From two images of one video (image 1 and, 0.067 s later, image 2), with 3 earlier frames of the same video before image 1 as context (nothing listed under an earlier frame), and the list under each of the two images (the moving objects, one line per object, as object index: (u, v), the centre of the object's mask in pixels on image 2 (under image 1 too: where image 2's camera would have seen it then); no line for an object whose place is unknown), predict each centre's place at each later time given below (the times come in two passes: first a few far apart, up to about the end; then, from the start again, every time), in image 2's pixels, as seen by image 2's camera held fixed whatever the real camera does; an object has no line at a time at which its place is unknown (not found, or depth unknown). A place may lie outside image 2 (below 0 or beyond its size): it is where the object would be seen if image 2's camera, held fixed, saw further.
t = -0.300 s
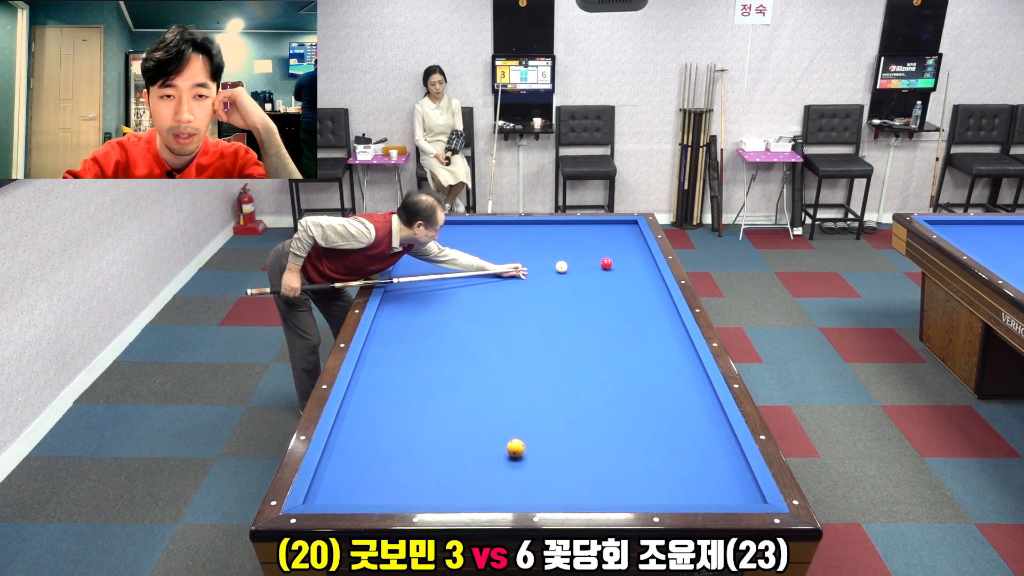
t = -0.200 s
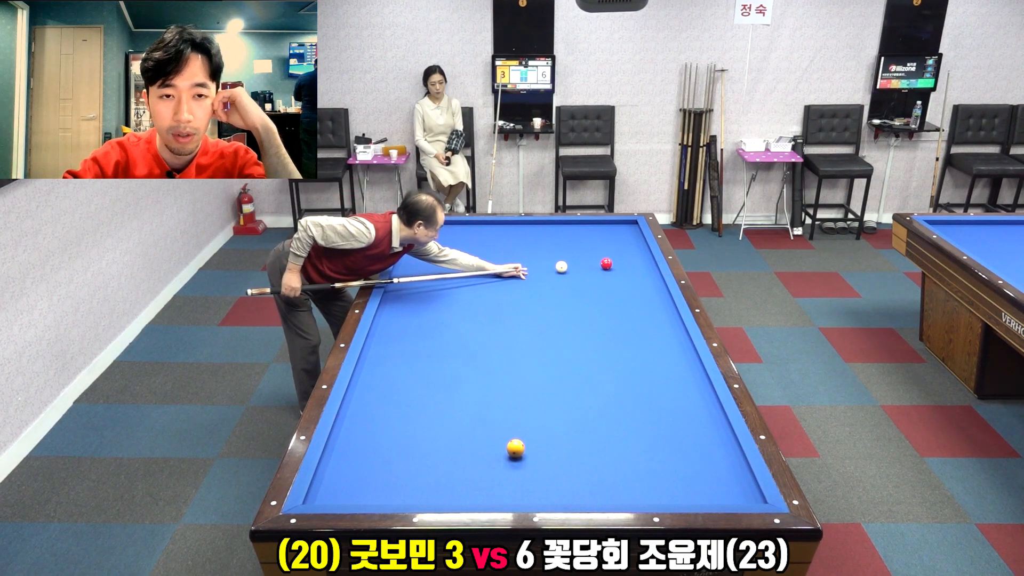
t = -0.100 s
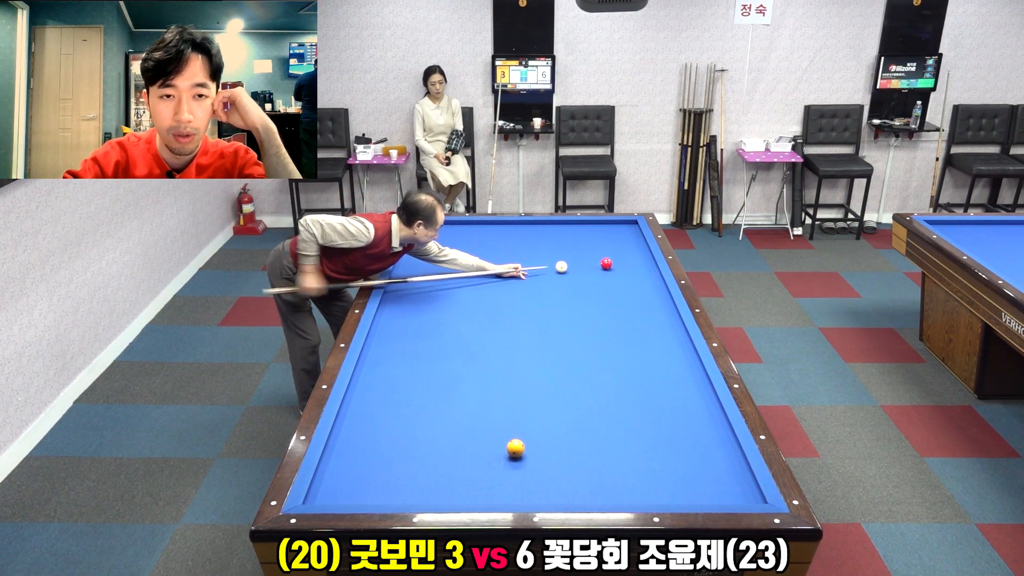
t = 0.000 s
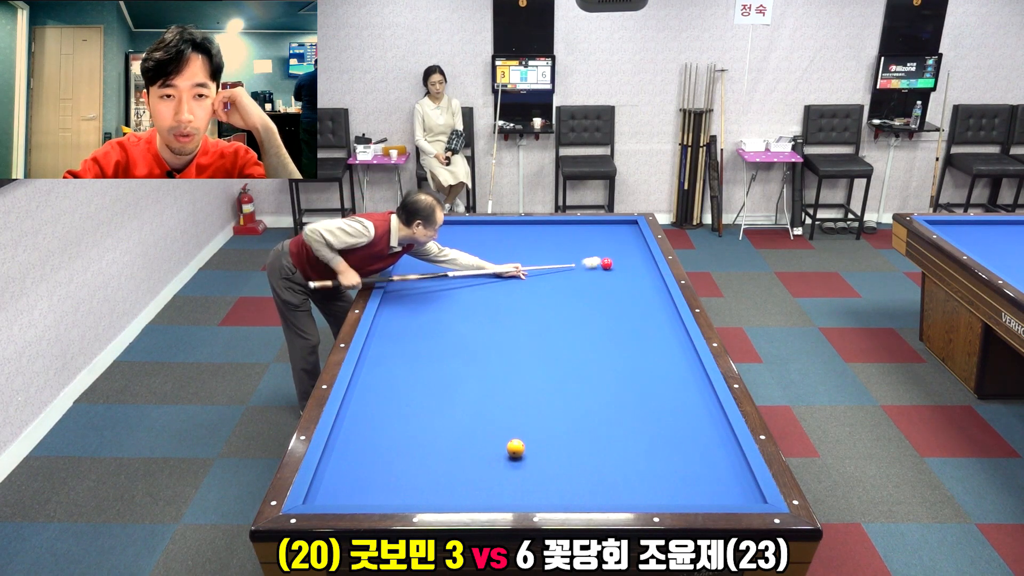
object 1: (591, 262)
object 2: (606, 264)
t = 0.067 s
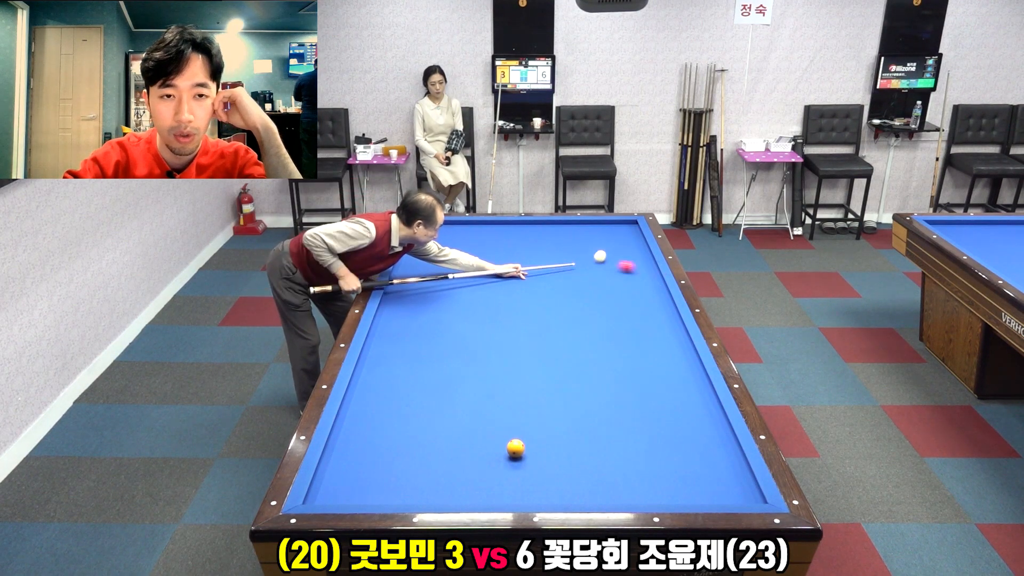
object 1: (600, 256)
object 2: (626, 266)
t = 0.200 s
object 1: (608, 246)
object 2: (647, 272)
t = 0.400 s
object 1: (618, 232)
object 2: (612, 279)
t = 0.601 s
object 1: (627, 222)
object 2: (580, 285)
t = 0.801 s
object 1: (629, 230)
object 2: (547, 292)
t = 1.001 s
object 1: (632, 236)
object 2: (513, 299)
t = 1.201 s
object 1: (635, 242)
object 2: (478, 305)
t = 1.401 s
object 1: (638, 248)
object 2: (442, 312)
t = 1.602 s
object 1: (642, 255)
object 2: (405, 320)
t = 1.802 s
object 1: (645, 261)
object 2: (383, 326)
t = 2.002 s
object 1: (648, 268)
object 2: (402, 330)
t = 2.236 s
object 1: (652, 276)
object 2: (423, 334)
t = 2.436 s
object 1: (655, 283)
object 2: (441, 337)
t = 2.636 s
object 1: (659, 290)
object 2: (458, 340)
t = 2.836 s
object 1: (662, 297)
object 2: (476, 344)
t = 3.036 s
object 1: (666, 305)
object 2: (494, 348)
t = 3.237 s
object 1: (669, 313)
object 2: (512, 351)
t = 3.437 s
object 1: (673, 321)
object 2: (529, 354)
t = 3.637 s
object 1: (676, 329)
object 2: (547, 357)
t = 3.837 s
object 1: (680, 337)
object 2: (564, 361)
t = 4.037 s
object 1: (683, 346)
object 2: (581, 364)
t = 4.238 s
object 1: (687, 354)
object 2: (598, 367)
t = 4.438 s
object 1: (691, 363)
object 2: (615, 370)
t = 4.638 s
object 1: (695, 373)
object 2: (632, 374)
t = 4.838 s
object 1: (699, 382)
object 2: (649, 377)
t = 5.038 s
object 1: (702, 392)
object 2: (665, 380)
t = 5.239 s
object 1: (706, 401)
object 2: (681, 383)
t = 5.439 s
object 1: (710, 411)
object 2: (698, 386)
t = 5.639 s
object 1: (714, 421)
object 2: (702, 389)
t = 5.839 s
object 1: (718, 431)
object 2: (694, 391)
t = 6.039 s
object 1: (723, 442)
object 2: (687, 393)
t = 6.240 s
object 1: (728, 452)
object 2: (680, 395)
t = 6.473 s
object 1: (733, 465)
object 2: (672, 397)
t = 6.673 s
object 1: (739, 476)
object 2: (665, 399)
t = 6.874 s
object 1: (744, 487)
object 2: (659, 401)
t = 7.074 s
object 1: (749, 496)
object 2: (653, 402)
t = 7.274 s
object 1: (750, 494)
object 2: (647, 404)
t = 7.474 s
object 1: (750, 489)
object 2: (642, 405)
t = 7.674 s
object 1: (747, 484)
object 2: (637, 407)
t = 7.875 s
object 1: (743, 480)
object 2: (632, 408)
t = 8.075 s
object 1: (740, 476)
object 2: (627, 410)
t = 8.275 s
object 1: (737, 473)
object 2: (623, 411)
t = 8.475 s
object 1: (734, 470)
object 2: (620, 412)
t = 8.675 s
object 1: (732, 467)
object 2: (616, 413)
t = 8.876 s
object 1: (729, 465)
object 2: (613, 414)
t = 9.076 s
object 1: (728, 463)
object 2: (610, 415)
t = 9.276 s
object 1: (726, 461)
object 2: (608, 416)
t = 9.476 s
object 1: (725, 460)
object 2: (606, 417)
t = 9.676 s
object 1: (723, 459)
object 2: (604, 417)
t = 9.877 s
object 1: (723, 458)
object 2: (603, 418)
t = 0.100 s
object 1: (602, 254)
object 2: (637, 268)
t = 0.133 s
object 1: (604, 251)
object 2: (648, 270)
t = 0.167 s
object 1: (607, 248)
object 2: (653, 271)
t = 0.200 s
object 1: (608, 246)
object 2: (647, 272)
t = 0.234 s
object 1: (610, 243)
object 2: (640, 273)
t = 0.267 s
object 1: (612, 241)
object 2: (634, 275)
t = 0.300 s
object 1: (613, 239)
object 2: (628, 276)
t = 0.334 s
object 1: (615, 237)
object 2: (623, 277)
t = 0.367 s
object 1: (617, 235)
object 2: (617, 278)
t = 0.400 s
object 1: (618, 232)
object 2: (612, 279)
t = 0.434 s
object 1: (620, 230)
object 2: (607, 280)
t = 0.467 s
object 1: (621, 228)
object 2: (601, 281)
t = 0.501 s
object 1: (623, 226)
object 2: (596, 282)
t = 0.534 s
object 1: (625, 224)
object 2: (591, 283)
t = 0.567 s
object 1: (626, 222)
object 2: (586, 284)
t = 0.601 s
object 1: (627, 222)
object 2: (580, 285)
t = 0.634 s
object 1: (627, 224)
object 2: (575, 286)
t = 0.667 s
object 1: (628, 225)
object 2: (569, 287)
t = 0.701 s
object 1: (628, 227)
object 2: (564, 289)
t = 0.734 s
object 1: (628, 228)
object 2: (558, 290)
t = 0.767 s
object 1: (629, 229)
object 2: (553, 291)
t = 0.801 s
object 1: (629, 230)
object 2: (547, 292)
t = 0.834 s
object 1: (630, 231)
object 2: (542, 293)
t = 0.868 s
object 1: (630, 232)
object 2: (536, 294)
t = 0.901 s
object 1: (631, 233)
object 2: (530, 295)
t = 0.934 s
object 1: (632, 234)
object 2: (524, 296)
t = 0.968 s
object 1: (632, 235)
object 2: (519, 297)
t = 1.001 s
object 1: (632, 236)
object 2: (513, 299)
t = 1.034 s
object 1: (633, 237)
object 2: (507, 300)
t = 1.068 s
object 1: (633, 238)
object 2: (501, 301)
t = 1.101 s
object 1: (634, 239)
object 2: (496, 302)
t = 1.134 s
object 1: (634, 240)
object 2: (490, 303)
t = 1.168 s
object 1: (635, 241)
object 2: (484, 304)
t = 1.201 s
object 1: (635, 242)
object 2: (478, 305)
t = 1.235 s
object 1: (636, 243)
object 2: (472, 306)
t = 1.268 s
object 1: (636, 244)
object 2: (466, 308)
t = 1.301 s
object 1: (637, 245)
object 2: (460, 309)
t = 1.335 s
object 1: (637, 246)
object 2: (454, 310)
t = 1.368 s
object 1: (638, 247)
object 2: (448, 311)
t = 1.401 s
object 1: (638, 248)
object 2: (442, 312)
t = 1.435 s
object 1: (639, 249)
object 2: (436, 314)
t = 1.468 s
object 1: (640, 250)
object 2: (430, 315)
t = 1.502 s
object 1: (640, 251)
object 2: (424, 316)
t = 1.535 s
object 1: (641, 253)
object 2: (418, 317)
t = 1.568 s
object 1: (641, 254)
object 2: (412, 318)
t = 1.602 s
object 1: (642, 255)
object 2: (405, 320)
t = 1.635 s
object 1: (642, 256)
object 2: (399, 321)
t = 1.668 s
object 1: (643, 257)
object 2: (393, 322)
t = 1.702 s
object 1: (643, 258)
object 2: (386, 323)
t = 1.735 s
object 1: (644, 259)
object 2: (380, 325)
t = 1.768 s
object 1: (644, 260)
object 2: (378, 326)
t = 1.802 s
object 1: (645, 261)
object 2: (383, 326)
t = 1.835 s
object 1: (645, 262)
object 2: (387, 327)
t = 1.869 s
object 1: (646, 263)
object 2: (390, 327)
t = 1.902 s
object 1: (646, 265)
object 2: (393, 328)
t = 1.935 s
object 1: (647, 266)
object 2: (396, 328)
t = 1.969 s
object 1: (648, 267)
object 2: (399, 329)
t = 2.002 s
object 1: (648, 268)
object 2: (402, 330)
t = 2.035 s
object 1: (649, 269)
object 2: (405, 330)
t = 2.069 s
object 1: (649, 270)
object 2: (408, 331)
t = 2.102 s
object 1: (650, 271)
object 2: (411, 331)
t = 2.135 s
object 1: (650, 272)
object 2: (414, 332)
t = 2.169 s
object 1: (651, 274)
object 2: (417, 333)
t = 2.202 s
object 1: (651, 275)
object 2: (420, 333)
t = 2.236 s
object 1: (652, 276)
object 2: (423, 334)
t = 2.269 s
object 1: (653, 277)
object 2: (426, 334)
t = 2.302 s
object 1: (653, 278)
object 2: (429, 335)
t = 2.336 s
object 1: (654, 280)
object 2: (432, 335)
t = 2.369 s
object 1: (654, 281)
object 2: (435, 336)
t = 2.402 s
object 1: (655, 282)
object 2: (438, 336)
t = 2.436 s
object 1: (655, 283)
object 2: (441, 337)
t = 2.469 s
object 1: (656, 284)
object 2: (444, 338)
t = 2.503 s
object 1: (657, 285)
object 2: (447, 338)
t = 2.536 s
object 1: (657, 287)
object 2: (450, 339)
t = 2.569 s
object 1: (658, 288)
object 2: (453, 339)
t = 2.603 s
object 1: (658, 289)
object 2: (455, 340)
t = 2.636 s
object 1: (659, 290)
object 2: (458, 340)
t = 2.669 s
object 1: (659, 291)
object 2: (461, 341)
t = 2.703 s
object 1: (660, 293)
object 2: (464, 342)
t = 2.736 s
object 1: (661, 294)
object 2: (467, 342)
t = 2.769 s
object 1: (661, 295)
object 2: (470, 343)
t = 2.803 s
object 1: (662, 296)
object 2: (473, 343)
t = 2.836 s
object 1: (662, 297)
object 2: (476, 344)
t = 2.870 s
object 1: (663, 299)
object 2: (479, 344)
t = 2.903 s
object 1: (663, 300)
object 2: (482, 345)
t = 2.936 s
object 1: (664, 301)
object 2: (485, 345)
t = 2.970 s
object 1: (664, 303)
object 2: (488, 346)
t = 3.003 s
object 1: (665, 304)
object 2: (491, 347)
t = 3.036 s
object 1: (666, 305)
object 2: (494, 348)
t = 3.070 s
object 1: (666, 306)
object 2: (497, 348)
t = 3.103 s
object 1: (667, 308)
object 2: (500, 348)
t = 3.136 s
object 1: (667, 309)
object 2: (503, 349)
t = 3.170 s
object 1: (668, 310)
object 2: (506, 349)
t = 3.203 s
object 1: (668, 312)
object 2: (509, 350)
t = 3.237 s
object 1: (669, 313)
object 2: (512, 351)
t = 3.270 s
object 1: (670, 314)
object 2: (515, 351)
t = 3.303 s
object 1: (670, 316)
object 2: (517, 352)
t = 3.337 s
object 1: (671, 317)
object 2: (520, 352)
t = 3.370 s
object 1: (671, 318)
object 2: (523, 353)
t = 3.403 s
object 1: (672, 320)
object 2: (526, 353)
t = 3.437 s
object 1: (673, 321)
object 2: (529, 354)
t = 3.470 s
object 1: (673, 322)
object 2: (532, 354)
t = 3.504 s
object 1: (674, 324)
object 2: (535, 355)
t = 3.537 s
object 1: (674, 325)
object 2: (538, 356)
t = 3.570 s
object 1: (675, 326)
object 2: (541, 356)
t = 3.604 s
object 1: (676, 328)
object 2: (544, 357)
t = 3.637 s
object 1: (676, 329)
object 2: (547, 357)
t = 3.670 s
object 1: (677, 330)
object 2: (549, 358)
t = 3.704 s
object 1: (677, 332)
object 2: (552, 358)
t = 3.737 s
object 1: (678, 333)
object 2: (555, 359)
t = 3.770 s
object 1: (679, 335)
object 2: (558, 360)
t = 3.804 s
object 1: (679, 336)
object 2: (561, 360)
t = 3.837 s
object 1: (680, 337)
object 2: (564, 361)
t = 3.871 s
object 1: (681, 339)
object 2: (567, 361)
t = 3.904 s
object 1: (681, 340)
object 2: (570, 362)
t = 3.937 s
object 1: (682, 342)
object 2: (573, 362)
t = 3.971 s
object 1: (682, 343)
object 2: (575, 363)
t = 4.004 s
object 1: (683, 344)
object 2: (578, 363)
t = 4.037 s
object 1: (683, 346)
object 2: (581, 364)
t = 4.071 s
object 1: (684, 347)
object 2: (584, 364)
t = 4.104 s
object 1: (685, 349)
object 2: (587, 365)
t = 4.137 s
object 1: (685, 350)
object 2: (590, 366)
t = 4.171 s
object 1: (686, 352)
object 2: (592, 366)
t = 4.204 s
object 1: (687, 353)
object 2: (595, 367)
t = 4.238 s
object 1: (687, 354)
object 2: (598, 367)
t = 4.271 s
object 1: (688, 356)
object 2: (601, 368)
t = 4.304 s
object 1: (688, 357)
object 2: (604, 368)
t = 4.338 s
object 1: (689, 359)
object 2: (606, 369)
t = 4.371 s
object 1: (690, 360)
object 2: (609, 369)
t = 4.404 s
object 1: (691, 362)
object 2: (612, 370)
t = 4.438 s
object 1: (691, 363)
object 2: (615, 370)
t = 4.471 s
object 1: (692, 365)
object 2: (618, 371)
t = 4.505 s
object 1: (692, 366)
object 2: (621, 371)
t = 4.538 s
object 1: (693, 368)
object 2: (623, 372)
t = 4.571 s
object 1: (694, 370)
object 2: (626, 373)
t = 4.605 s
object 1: (694, 371)
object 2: (629, 373)
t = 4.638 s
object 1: (695, 373)
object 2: (632, 374)
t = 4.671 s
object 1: (696, 374)
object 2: (635, 374)
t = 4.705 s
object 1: (696, 376)
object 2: (637, 375)
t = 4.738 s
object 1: (697, 377)
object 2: (640, 375)
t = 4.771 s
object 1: (697, 379)
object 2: (643, 376)
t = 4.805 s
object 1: (698, 380)
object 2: (646, 376)
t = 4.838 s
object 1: (699, 382)
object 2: (649, 377)
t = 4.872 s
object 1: (699, 384)
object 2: (651, 377)
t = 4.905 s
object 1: (700, 385)
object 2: (654, 378)
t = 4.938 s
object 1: (701, 387)
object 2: (657, 379)
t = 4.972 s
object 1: (701, 388)
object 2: (660, 379)
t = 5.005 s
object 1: (702, 390)
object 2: (662, 380)
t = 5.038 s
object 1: (702, 392)
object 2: (665, 380)
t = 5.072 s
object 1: (703, 393)
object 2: (668, 381)
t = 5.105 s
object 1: (704, 395)
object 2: (671, 381)
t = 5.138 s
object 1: (704, 396)
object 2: (673, 382)
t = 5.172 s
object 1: (705, 398)
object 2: (676, 382)
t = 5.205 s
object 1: (706, 400)
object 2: (679, 383)
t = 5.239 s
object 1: (706, 401)
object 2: (681, 383)
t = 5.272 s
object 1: (707, 403)
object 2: (684, 384)
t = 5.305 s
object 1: (707, 404)
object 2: (687, 384)
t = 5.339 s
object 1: (708, 406)
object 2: (689, 385)
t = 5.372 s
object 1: (709, 408)
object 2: (692, 385)
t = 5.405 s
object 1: (709, 409)
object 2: (695, 386)
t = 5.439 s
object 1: (710, 411)
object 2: (698, 386)
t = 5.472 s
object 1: (711, 413)
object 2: (700, 387)
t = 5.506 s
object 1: (711, 414)
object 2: (703, 387)
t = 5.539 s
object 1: (712, 416)
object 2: (705, 388)
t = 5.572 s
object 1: (713, 418)
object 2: (705, 388)
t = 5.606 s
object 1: (713, 419)
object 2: (704, 389)
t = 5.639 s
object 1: (714, 421)
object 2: (702, 389)
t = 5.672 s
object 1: (715, 423)
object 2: (701, 389)
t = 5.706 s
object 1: (716, 424)
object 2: (699, 390)
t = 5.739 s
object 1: (716, 426)
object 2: (698, 390)
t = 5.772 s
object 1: (717, 428)
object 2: (697, 390)
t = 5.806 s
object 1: (717, 430)
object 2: (695, 391)
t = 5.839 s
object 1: (718, 431)
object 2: (694, 391)
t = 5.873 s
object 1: (719, 433)
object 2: (693, 391)
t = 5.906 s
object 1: (720, 435)
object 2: (692, 391)
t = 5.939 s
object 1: (720, 436)
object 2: (690, 392)
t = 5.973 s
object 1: (721, 438)
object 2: (689, 392)
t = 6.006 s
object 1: (722, 440)
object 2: (688, 393)
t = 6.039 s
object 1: (723, 442)
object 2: (687, 393)
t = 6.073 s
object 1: (724, 443)
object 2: (686, 393)
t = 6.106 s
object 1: (725, 445)
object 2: (684, 394)
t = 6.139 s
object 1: (725, 447)
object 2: (683, 394)
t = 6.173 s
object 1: (726, 449)
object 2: (682, 394)
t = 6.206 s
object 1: (727, 450)
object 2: (681, 394)
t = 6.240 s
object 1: (728, 452)
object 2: (680, 395)
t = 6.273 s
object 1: (728, 454)
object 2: (678, 395)
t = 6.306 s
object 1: (729, 456)
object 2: (677, 395)
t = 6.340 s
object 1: (730, 458)
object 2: (676, 396)
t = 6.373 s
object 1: (731, 459)
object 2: (675, 396)
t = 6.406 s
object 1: (732, 461)
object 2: (674, 396)
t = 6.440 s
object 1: (733, 463)
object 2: (673, 397)
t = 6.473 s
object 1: (733, 465)
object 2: (672, 397)
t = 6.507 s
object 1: (734, 467)
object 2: (670, 397)
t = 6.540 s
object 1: (736, 469)
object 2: (669, 398)
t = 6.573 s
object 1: (736, 470)
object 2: (668, 398)
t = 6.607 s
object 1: (737, 472)
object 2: (667, 398)
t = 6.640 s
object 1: (738, 474)
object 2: (666, 399)
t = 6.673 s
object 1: (739, 476)
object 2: (665, 399)
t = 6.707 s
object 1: (740, 478)
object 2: (664, 399)
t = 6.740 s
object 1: (741, 480)
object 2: (663, 399)
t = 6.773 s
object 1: (741, 481)
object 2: (662, 400)
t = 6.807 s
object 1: (742, 483)
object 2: (661, 400)
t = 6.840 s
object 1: (743, 485)
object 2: (660, 400)
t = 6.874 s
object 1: (744, 487)
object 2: (659, 401)
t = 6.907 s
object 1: (745, 489)
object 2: (658, 401)
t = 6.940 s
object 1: (746, 491)
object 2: (657, 401)
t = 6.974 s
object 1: (747, 492)
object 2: (656, 401)
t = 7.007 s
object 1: (748, 493)
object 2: (655, 402)
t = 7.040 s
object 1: (749, 495)
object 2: (654, 402)
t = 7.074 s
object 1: (749, 496)
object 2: (653, 402)
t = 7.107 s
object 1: (750, 497)
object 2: (652, 403)
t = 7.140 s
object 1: (750, 496)
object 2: (651, 403)
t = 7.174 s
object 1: (750, 496)
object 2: (650, 403)
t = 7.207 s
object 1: (750, 495)
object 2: (649, 403)
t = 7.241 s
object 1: (750, 494)
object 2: (648, 404)
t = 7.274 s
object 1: (750, 494)
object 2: (647, 404)
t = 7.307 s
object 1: (750, 493)
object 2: (646, 404)
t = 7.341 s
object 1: (750, 493)
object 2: (645, 404)
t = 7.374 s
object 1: (750, 492)
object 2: (644, 405)
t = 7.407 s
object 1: (750, 491)
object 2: (643, 405)
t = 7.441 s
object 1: (750, 490)
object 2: (642, 405)
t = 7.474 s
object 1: (750, 489)
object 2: (642, 405)
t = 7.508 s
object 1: (750, 488)
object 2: (641, 406)
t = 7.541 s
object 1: (749, 487)
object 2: (640, 406)
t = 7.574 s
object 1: (748, 486)
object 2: (639, 406)
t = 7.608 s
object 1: (748, 485)
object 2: (638, 406)
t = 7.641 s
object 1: (747, 485)
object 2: (637, 407)
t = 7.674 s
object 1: (747, 484)
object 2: (637, 407)
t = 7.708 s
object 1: (746, 483)
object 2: (636, 407)
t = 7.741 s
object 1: (745, 483)
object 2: (635, 407)
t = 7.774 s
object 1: (745, 482)
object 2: (634, 408)
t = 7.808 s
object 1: (744, 481)
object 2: (633, 408)
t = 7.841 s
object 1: (744, 480)
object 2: (632, 408)
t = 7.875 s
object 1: (743, 480)
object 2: (632, 408)
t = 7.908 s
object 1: (742, 479)
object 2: (631, 408)
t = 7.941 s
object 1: (742, 479)
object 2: (630, 409)
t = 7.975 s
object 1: (741, 478)
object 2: (630, 409)
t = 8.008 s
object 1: (741, 477)
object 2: (629, 409)
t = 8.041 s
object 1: (740, 477)
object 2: (628, 409)
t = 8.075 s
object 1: (740, 476)
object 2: (627, 410)
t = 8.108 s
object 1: (739, 475)
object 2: (627, 410)
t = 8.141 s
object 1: (739, 475)
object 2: (626, 410)
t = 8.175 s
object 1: (738, 474)
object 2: (625, 410)
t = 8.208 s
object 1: (737, 474)
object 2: (625, 411)
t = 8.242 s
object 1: (737, 473)
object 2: (624, 411)
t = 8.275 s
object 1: (737, 473)
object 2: (623, 411)
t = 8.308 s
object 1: (736, 472)
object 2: (623, 411)
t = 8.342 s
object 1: (736, 472)
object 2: (622, 411)
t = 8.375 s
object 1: (735, 471)
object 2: (621, 412)
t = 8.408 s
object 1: (735, 471)
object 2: (621, 412)
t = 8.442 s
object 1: (734, 470)
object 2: (620, 412)
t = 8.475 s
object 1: (734, 470)
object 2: (620, 412)
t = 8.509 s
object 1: (734, 469)
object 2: (619, 412)
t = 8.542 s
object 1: (733, 469)
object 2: (618, 412)
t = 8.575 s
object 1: (733, 468)
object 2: (618, 413)
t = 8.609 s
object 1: (732, 468)
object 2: (617, 413)
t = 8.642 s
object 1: (732, 467)
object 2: (617, 413)
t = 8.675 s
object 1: (732, 467)
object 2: (616, 413)
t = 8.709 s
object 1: (731, 467)
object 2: (616, 413)
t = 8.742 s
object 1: (731, 466)
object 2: (615, 414)
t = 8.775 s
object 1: (730, 466)
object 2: (615, 414)
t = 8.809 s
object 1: (730, 465)
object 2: (614, 414)
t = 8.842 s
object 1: (730, 465)
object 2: (613, 414)
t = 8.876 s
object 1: (729, 465)
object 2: (613, 414)
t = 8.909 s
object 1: (729, 464)
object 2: (612, 414)
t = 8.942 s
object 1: (729, 464)
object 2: (612, 415)
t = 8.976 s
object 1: (729, 464)
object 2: (612, 415)
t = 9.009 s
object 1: (728, 463)
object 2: (611, 415)
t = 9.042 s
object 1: (728, 463)
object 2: (611, 415)
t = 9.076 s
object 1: (728, 463)
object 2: (610, 415)
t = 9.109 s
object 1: (727, 462)
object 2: (610, 415)
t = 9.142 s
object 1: (727, 462)
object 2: (610, 416)
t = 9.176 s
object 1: (727, 462)
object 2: (609, 416)
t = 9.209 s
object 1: (727, 462)
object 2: (609, 416)
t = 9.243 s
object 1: (726, 461)
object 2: (608, 416)
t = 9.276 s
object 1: (726, 461)
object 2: (608, 416)
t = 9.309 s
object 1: (726, 461)
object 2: (608, 416)
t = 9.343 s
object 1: (725, 460)
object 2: (607, 416)
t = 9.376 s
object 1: (725, 460)
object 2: (607, 416)
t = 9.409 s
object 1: (725, 460)
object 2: (607, 417)
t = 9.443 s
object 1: (725, 460)
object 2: (606, 417)
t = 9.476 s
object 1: (725, 460)
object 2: (606, 417)
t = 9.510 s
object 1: (724, 459)
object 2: (606, 417)
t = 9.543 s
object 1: (724, 459)
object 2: (605, 417)
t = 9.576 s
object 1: (724, 459)
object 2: (605, 417)
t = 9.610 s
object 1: (724, 459)
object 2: (605, 417)
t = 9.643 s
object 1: (724, 459)
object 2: (604, 417)
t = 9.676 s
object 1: (723, 459)
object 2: (604, 417)
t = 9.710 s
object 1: (723, 458)
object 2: (604, 417)
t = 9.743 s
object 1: (723, 458)
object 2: (604, 418)
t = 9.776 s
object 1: (723, 458)
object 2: (603, 418)
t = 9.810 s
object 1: (723, 458)
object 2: (603, 418)
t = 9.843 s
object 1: (723, 458)
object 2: (603, 418)
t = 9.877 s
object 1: (723, 458)
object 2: (603, 418)
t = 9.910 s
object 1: (723, 458)
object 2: (603, 418)
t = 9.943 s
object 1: (723, 458)
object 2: (602, 418)
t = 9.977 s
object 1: (723, 458)
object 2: (602, 418)
